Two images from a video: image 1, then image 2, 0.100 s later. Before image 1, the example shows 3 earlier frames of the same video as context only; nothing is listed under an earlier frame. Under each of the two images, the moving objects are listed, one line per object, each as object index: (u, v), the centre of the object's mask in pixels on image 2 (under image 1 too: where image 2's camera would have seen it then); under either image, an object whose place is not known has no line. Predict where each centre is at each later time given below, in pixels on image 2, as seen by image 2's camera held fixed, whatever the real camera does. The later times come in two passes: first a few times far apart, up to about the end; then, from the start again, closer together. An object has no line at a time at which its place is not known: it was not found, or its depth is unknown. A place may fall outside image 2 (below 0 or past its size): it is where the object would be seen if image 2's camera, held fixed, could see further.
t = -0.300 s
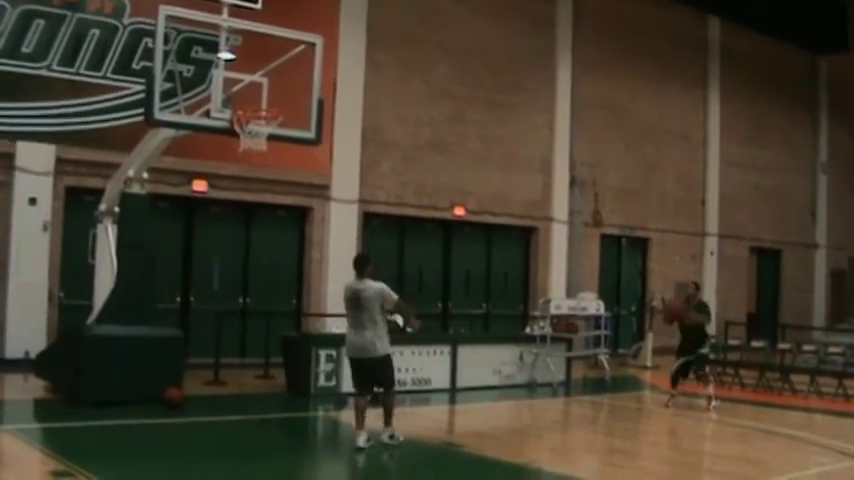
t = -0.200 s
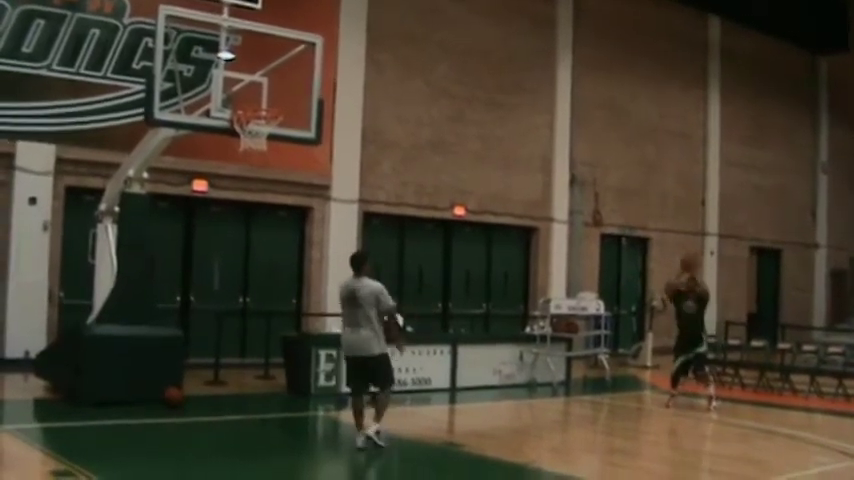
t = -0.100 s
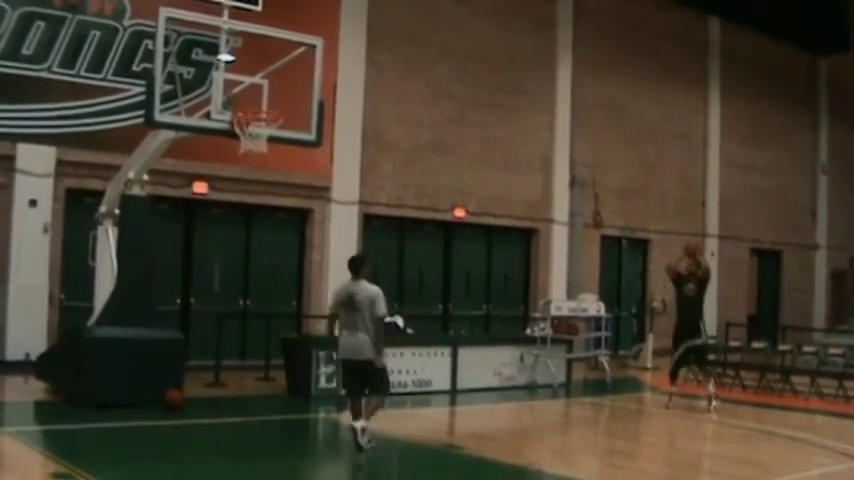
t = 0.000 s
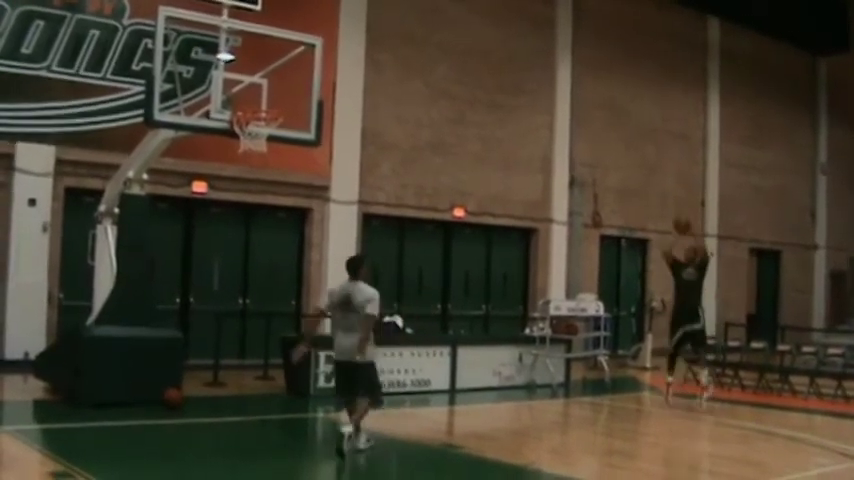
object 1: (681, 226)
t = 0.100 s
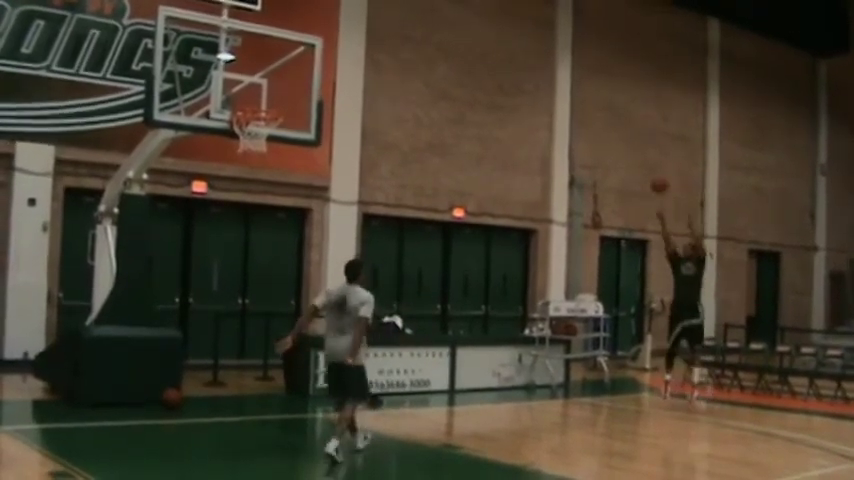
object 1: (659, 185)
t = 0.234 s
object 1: (620, 130)
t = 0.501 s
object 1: (532, 51)
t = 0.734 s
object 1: (443, 24)
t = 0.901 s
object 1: (370, 36)
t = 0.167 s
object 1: (640, 156)
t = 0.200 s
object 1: (630, 144)
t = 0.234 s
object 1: (620, 130)
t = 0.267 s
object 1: (609, 119)
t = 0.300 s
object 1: (599, 107)
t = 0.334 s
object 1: (588, 96)
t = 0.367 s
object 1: (579, 87)
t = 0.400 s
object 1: (567, 74)
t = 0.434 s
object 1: (557, 67)
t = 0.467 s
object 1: (544, 58)
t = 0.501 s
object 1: (532, 51)
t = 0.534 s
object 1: (521, 45)
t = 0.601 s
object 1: (496, 36)
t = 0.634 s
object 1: (483, 31)
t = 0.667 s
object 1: (470, 28)
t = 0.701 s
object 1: (458, 26)
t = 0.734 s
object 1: (443, 24)
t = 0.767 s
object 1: (429, 25)
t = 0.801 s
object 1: (415, 24)
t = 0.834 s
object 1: (401, 26)
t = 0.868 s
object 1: (387, 29)
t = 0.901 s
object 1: (370, 36)
